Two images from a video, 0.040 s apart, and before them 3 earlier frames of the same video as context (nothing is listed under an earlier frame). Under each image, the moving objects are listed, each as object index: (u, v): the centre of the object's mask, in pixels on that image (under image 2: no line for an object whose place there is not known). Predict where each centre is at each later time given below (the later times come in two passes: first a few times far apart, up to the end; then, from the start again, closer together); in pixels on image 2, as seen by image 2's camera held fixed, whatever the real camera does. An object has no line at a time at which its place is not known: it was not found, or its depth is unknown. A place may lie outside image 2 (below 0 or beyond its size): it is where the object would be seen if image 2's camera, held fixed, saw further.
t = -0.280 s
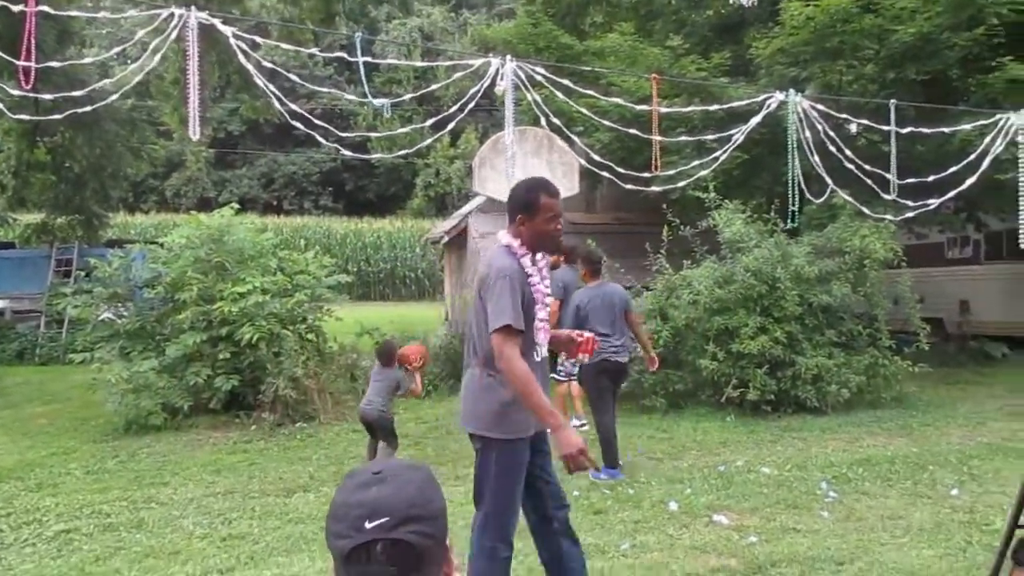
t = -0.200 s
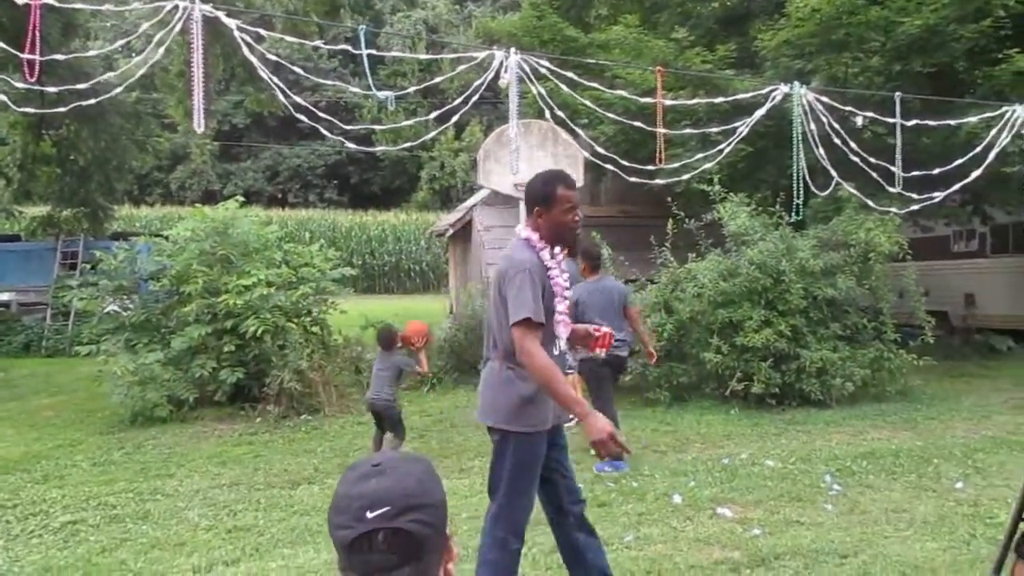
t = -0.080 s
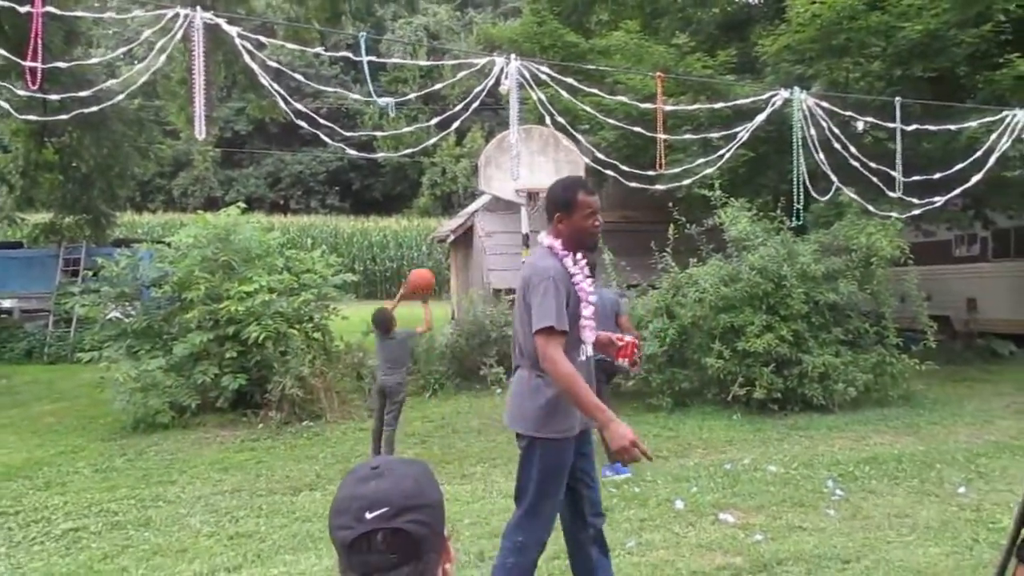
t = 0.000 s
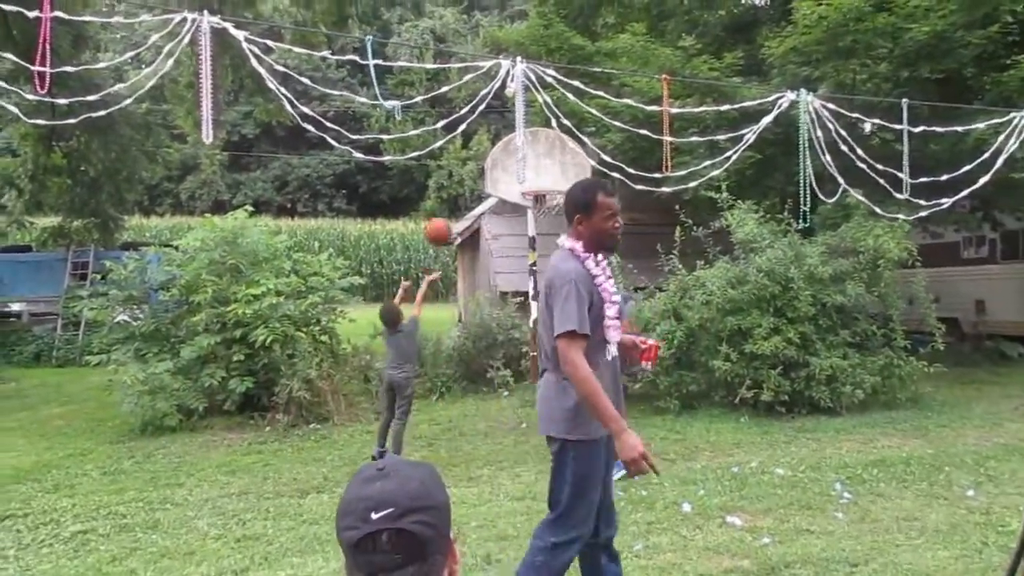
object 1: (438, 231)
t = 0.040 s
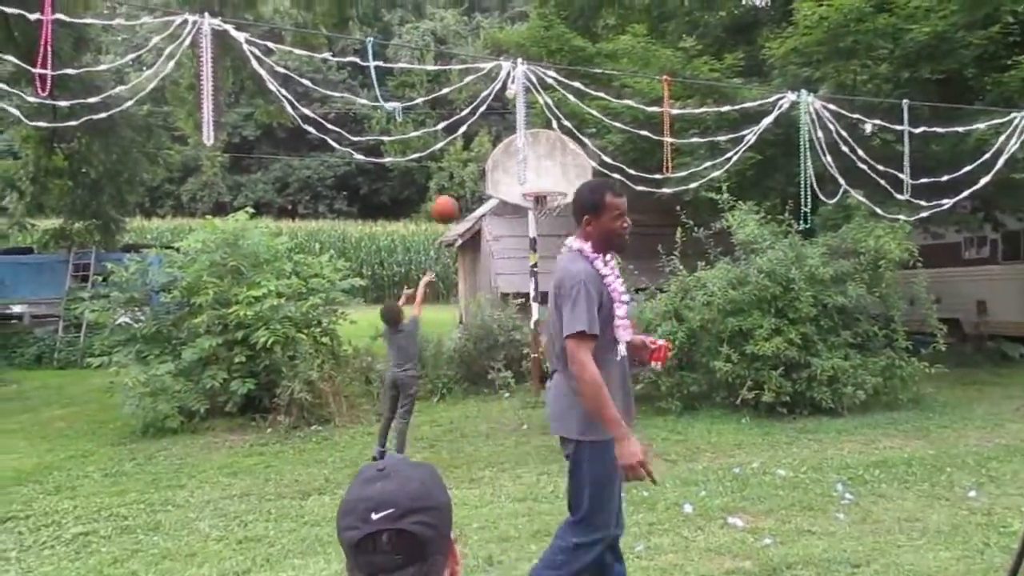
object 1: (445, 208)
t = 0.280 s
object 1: (476, 115)
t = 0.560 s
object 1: (500, 93)
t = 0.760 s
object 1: (532, 119)
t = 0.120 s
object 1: (453, 168)
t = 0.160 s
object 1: (460, 152)
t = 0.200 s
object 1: (466, 138)
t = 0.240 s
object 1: (471, 125)
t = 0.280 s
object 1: (476, 115)
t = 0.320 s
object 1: (481, 104)
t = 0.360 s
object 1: (482, 97)
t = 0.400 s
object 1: (490, 95)
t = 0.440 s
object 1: (499, 95)
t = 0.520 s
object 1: (498, 91)
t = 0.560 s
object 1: (500, 93)
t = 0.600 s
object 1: (499, 96)
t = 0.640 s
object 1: (499, 95)
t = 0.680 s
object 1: (529, 101)
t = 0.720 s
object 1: (530, 112)
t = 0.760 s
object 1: (532, 119)
